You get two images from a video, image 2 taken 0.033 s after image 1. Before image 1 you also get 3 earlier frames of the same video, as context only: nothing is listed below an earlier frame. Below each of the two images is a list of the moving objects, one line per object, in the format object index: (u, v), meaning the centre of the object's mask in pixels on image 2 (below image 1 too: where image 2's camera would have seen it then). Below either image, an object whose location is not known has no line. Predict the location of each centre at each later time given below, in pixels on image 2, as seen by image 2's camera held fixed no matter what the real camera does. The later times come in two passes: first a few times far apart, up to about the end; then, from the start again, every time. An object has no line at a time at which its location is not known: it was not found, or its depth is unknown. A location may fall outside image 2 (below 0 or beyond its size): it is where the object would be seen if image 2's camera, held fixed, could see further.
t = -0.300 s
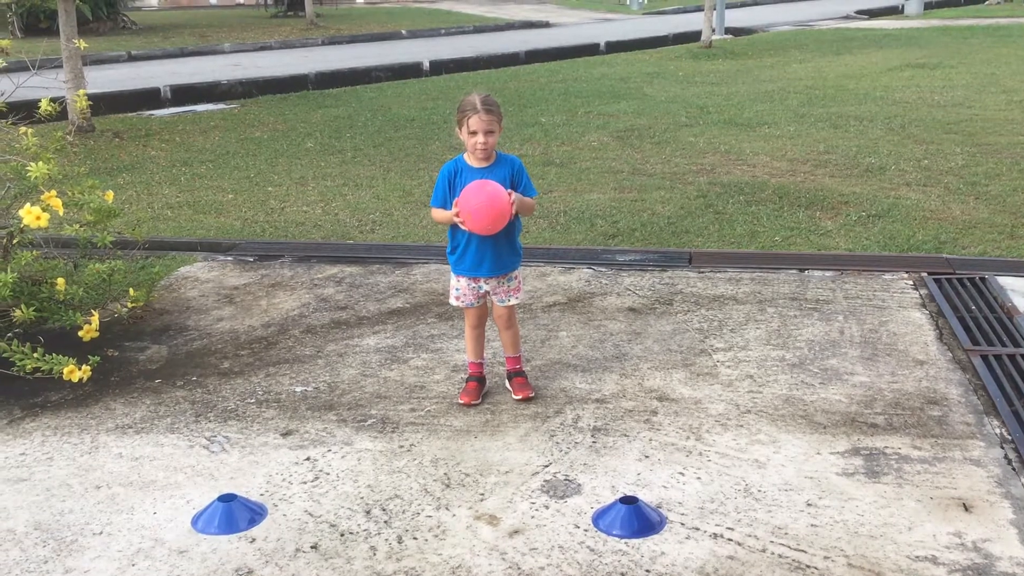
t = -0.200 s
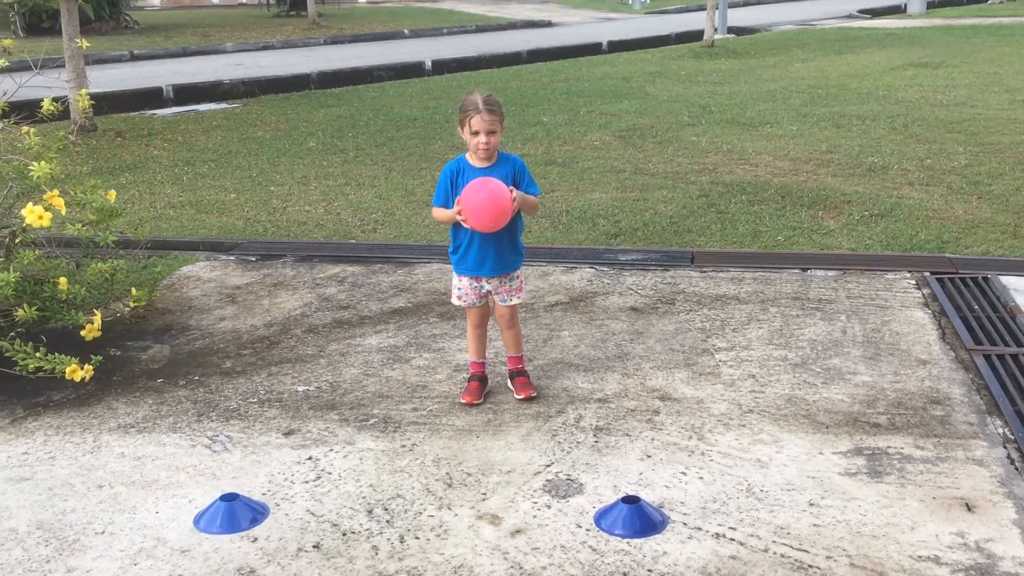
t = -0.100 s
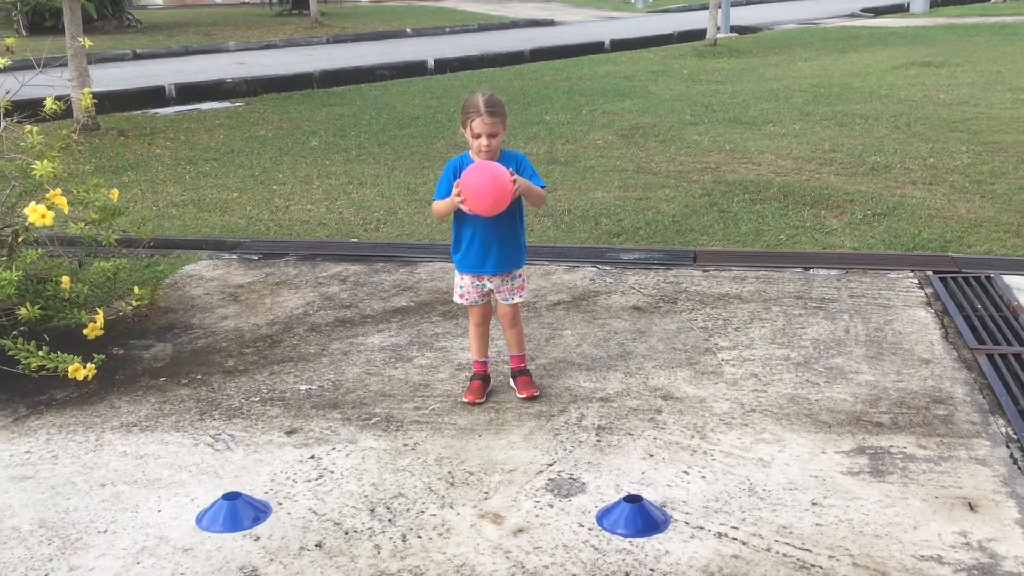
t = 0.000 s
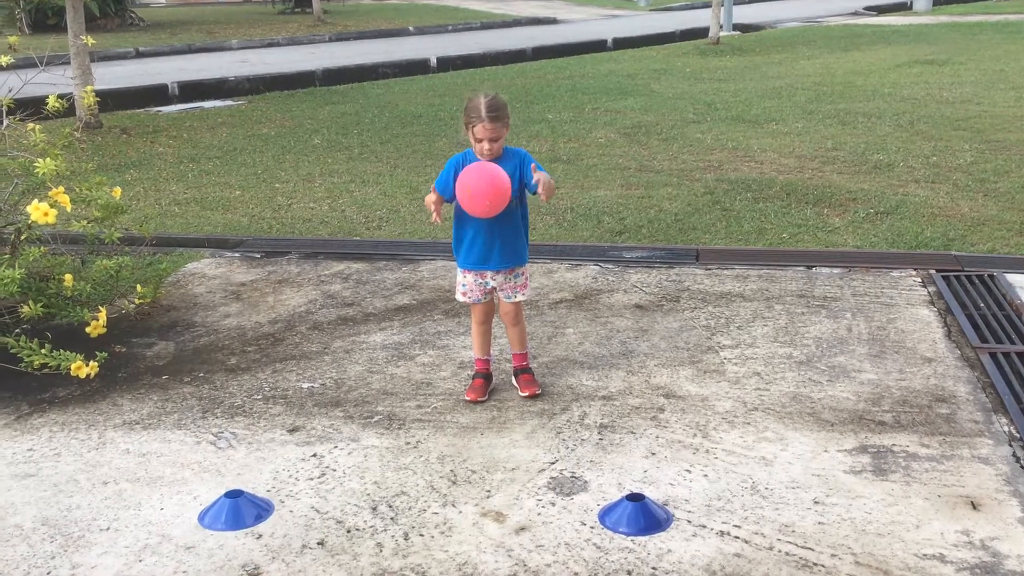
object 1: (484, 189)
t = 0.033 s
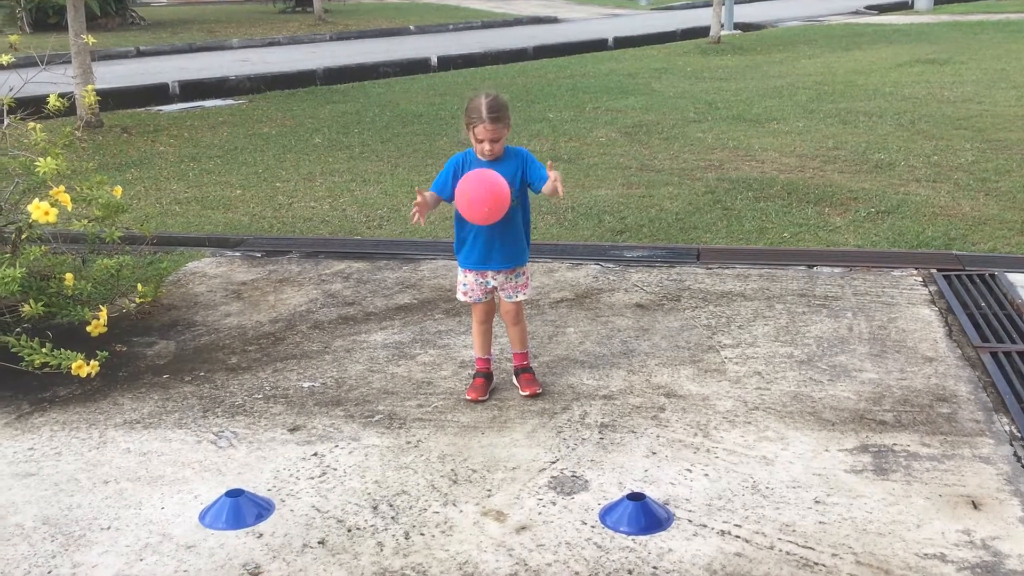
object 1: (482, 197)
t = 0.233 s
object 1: (475, 315)
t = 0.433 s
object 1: (470, 334)
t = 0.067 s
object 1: (481, 208)
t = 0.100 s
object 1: (480, 223)
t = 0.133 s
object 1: (478, 241)
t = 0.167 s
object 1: (477, 262)
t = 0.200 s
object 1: (476, 287)
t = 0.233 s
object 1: (475, 315)
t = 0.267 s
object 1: (475, 345)
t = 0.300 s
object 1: (475, 379)
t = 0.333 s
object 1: (474, 408)
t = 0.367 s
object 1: (473, 383)
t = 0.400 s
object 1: (471, 358)
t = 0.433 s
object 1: (470, 334)
